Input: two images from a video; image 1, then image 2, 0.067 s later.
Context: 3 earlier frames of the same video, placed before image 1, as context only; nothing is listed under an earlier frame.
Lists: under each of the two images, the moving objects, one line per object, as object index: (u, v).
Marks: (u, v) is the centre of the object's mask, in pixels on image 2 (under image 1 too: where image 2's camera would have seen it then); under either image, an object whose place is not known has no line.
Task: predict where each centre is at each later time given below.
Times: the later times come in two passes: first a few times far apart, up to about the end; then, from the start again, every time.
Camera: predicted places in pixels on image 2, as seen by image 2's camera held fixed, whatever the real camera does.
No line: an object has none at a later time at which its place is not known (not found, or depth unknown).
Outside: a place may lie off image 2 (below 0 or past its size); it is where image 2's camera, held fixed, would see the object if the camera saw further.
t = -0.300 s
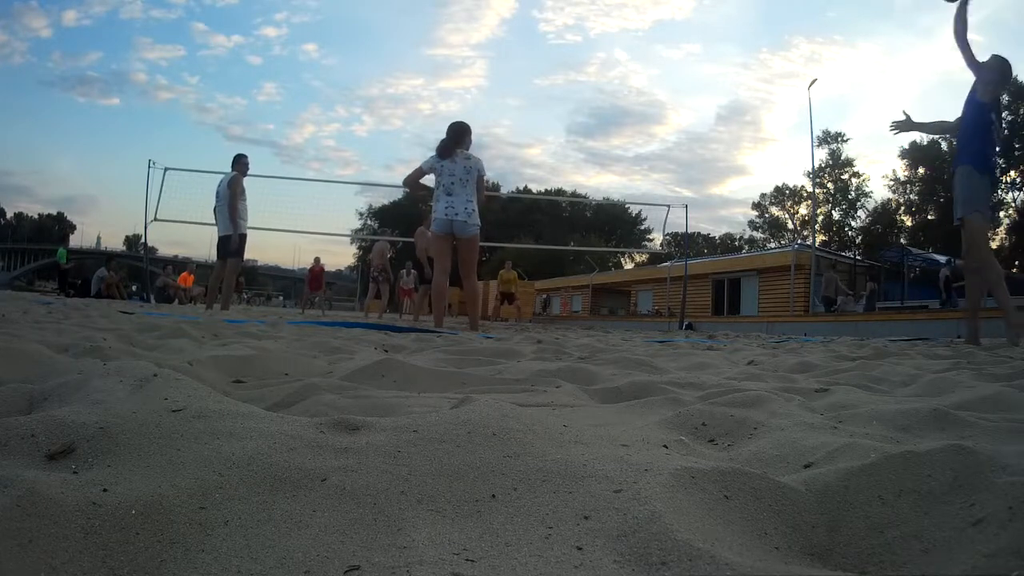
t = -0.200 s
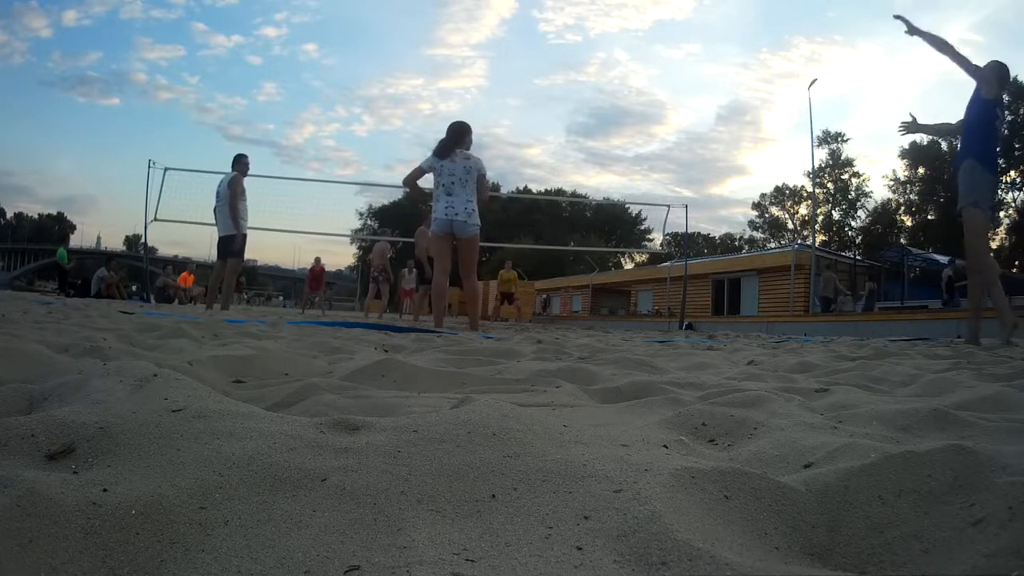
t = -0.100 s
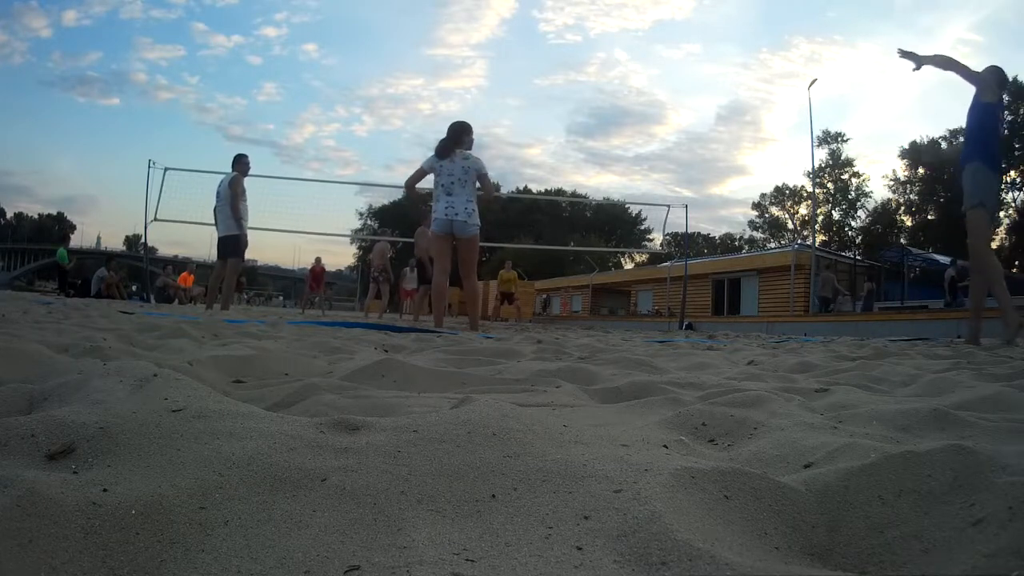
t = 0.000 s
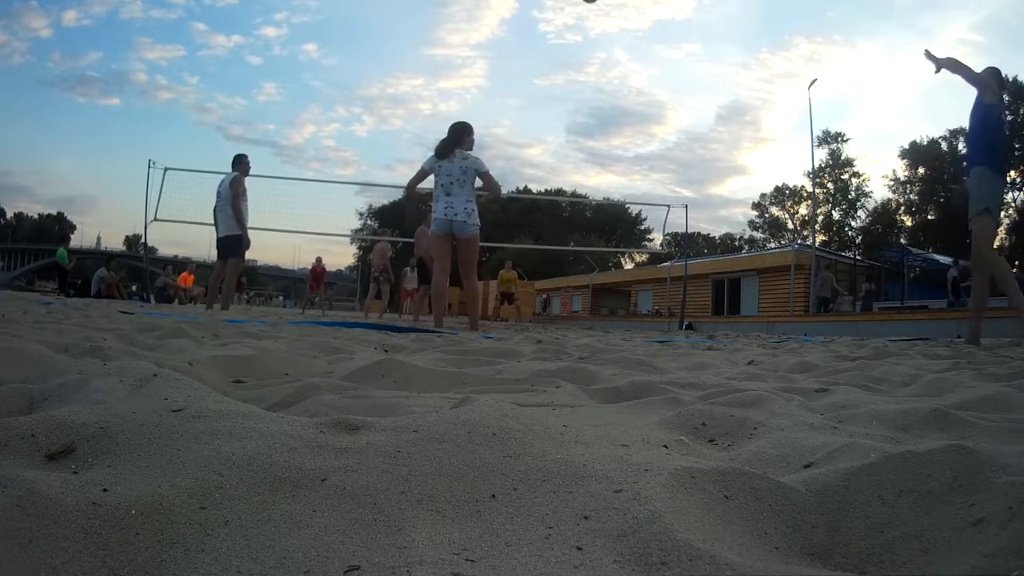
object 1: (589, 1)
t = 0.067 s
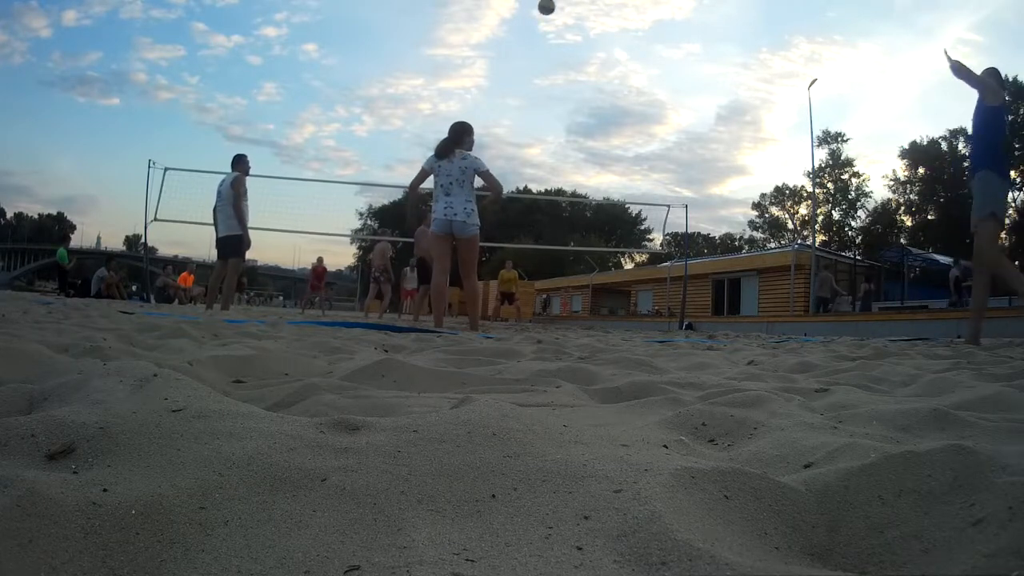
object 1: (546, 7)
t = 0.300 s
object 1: (448, 64)
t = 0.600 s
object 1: (378, 142)
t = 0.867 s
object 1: (343, 214)
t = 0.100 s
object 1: (528, 14)
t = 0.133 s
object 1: (512, 22)
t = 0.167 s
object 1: (497, 30)
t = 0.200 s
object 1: (483, 39)
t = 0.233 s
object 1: (471, 47)
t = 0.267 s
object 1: (459, 56)
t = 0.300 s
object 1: (448, 64)
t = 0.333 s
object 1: (438, 72)
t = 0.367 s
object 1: (429, 81)
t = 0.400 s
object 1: (420, 89)
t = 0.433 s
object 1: (412, 98)
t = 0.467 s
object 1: (404, 107)
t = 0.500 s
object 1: (397, 115)
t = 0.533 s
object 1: (390, 124)
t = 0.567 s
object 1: (384, 133)
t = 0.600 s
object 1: (378, 142)
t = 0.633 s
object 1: (372, 151)
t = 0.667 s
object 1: (367, 160)
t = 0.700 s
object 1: (363, 169)
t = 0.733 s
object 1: (358, 178)
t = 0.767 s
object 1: (354, 187)
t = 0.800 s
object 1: (350, 196)
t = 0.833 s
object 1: (346, 206)
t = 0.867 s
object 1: (343, 214)
